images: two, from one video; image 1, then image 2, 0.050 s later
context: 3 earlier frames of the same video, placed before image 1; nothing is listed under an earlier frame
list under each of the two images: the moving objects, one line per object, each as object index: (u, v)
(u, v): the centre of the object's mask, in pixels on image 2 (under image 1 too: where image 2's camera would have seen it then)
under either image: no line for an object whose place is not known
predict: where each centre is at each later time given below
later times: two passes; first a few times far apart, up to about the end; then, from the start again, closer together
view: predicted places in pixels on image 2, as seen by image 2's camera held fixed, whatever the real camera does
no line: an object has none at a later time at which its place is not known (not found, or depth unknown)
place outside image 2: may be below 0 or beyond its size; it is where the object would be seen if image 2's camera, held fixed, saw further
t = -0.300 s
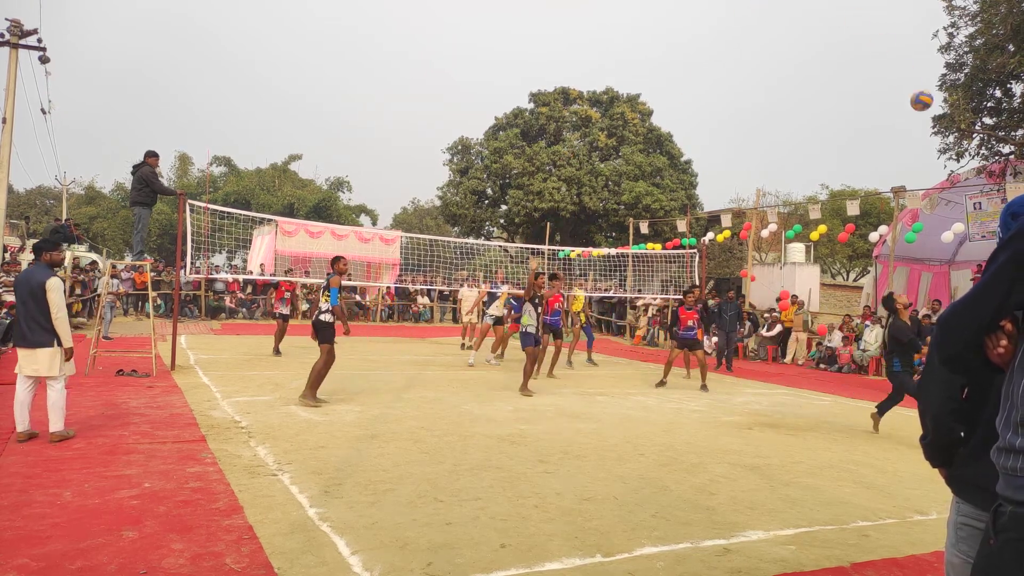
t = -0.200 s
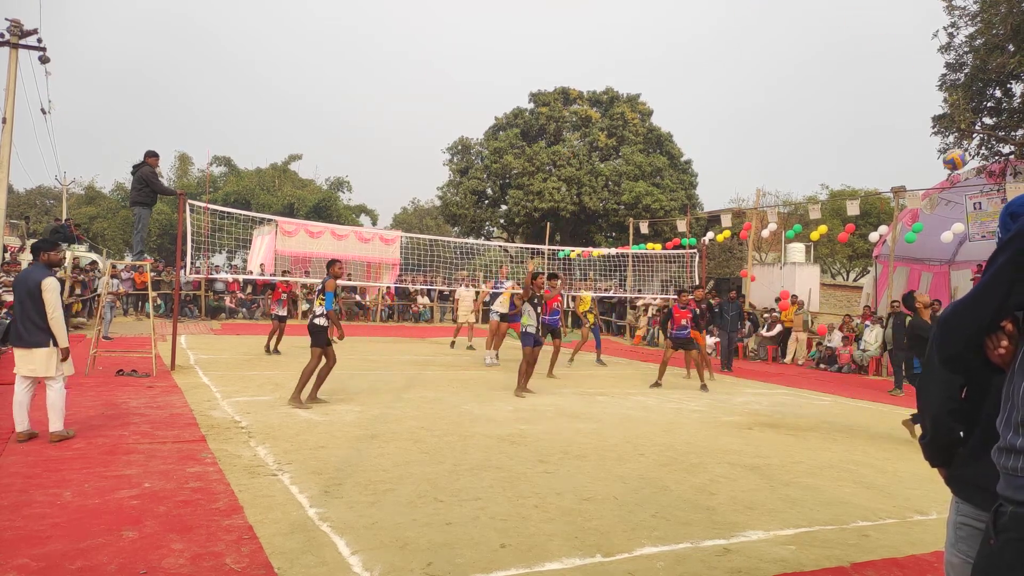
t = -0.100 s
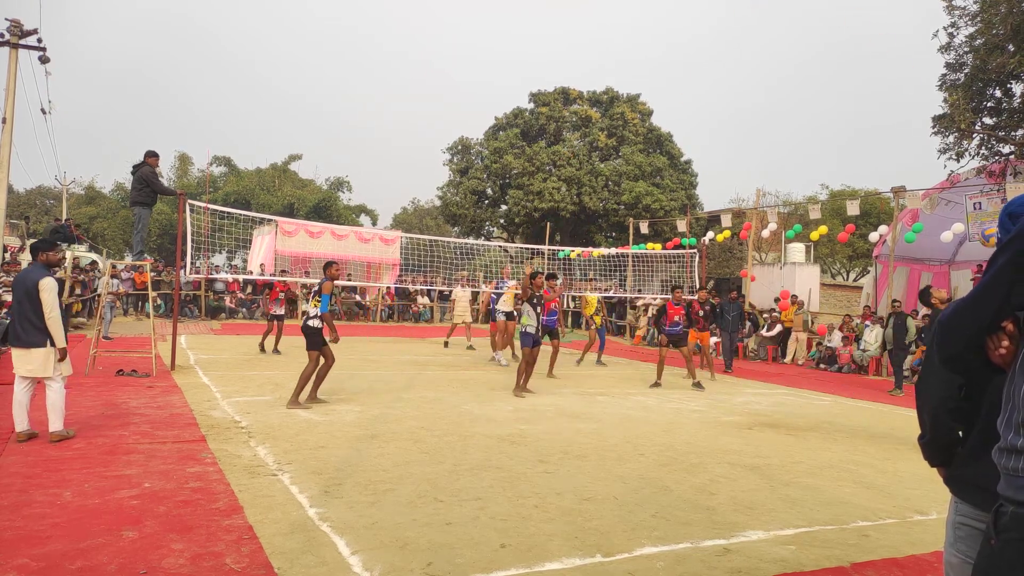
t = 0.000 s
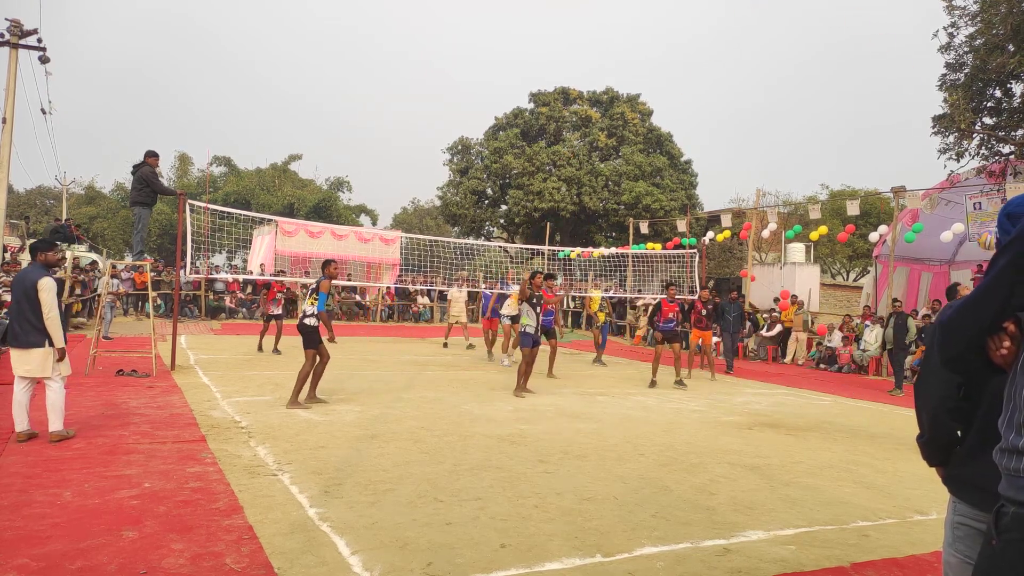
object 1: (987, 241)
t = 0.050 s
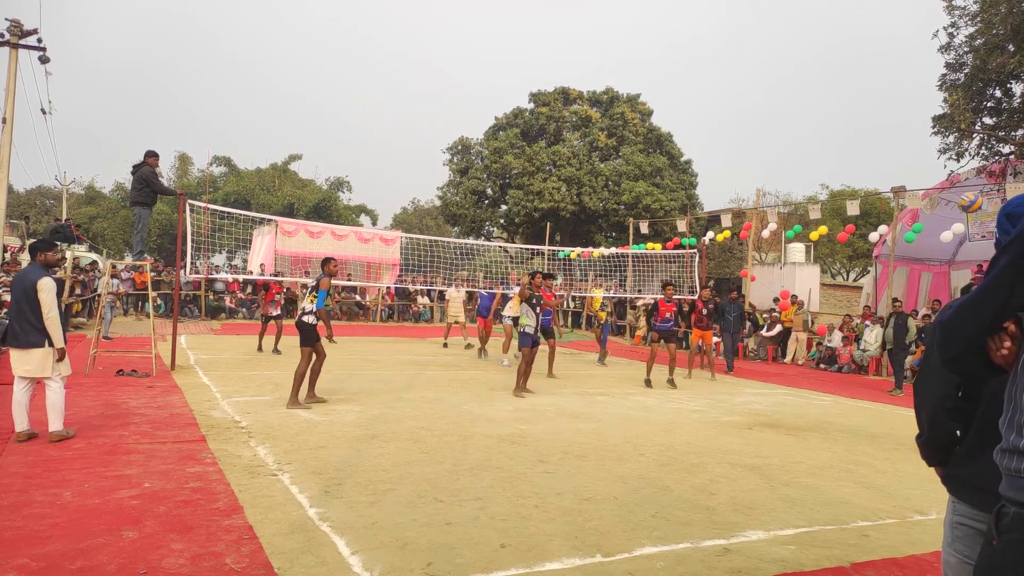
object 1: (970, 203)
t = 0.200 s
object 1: (915, 120)
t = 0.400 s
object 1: (854, 60)
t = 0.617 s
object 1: (799, 42)
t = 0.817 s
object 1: (756, 60)
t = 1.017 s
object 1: (719, 102)
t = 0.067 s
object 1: (963, 191)
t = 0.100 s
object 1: (951, 170)
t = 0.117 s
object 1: (944, 161)
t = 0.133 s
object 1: (939, 152)
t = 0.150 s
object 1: (933, 144)
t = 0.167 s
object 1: (927, 136)
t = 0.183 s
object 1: (921, 127)
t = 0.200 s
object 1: (915, 120)
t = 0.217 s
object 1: (910, 113)
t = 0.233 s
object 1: (904, 106)
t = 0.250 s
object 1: (899, 100)
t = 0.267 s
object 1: (893, 94)
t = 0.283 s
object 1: (888, 88)
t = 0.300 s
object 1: (883, 83)
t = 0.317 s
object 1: (878, 79)
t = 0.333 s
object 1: (873, 74)
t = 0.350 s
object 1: (868, 70)
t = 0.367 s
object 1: (863, 66)
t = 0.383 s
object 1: (858, 63)
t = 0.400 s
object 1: (854, 60)
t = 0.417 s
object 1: (849, 56)
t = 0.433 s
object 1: (845, 54)
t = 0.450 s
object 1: (840, 52)
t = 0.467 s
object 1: (836, 50)
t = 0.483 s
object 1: (831, 48)
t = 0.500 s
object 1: (827, 46)
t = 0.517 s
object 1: (823, 45)
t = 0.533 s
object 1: (818, 44)
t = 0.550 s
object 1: (814, 44)
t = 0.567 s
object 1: (810, 43)
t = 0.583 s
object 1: (806, 43)
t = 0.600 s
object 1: (803, 42)
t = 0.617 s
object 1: (799, 42)
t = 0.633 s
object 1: (795, 43)
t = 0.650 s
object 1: (791, 43)
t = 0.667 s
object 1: (787, 44)
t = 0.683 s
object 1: (784, 45)
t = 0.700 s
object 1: (780, 46)
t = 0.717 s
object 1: (776, 48)
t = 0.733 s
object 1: (773, 49)
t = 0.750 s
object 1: (769, 51)
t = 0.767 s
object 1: (766, 53)
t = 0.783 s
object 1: (763, 56)
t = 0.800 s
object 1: (759, 58)
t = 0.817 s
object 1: (756, 60)
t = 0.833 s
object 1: (753, 63)
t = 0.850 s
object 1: (750, 66)
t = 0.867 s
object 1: (746, 69)
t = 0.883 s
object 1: (743, 72)
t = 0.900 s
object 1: (740, 75)
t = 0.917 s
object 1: (737, 79)
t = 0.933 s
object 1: (734, 82)
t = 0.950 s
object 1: (731, 86)
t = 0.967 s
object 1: (728, 90)
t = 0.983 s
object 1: (725, 94)
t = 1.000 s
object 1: (722, 98)
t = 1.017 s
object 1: (719, 102)
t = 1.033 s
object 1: (717, 107)
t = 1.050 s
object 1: (714, 111)
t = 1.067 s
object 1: (711, 116)
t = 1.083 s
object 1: (708, 121)
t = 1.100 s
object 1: (706, 126)
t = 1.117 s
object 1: (703, 131)
